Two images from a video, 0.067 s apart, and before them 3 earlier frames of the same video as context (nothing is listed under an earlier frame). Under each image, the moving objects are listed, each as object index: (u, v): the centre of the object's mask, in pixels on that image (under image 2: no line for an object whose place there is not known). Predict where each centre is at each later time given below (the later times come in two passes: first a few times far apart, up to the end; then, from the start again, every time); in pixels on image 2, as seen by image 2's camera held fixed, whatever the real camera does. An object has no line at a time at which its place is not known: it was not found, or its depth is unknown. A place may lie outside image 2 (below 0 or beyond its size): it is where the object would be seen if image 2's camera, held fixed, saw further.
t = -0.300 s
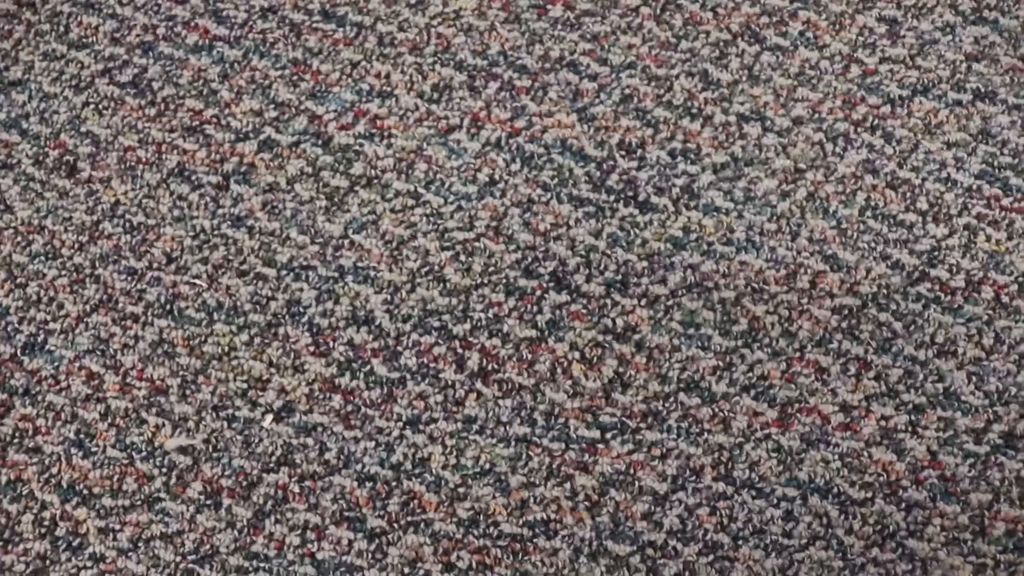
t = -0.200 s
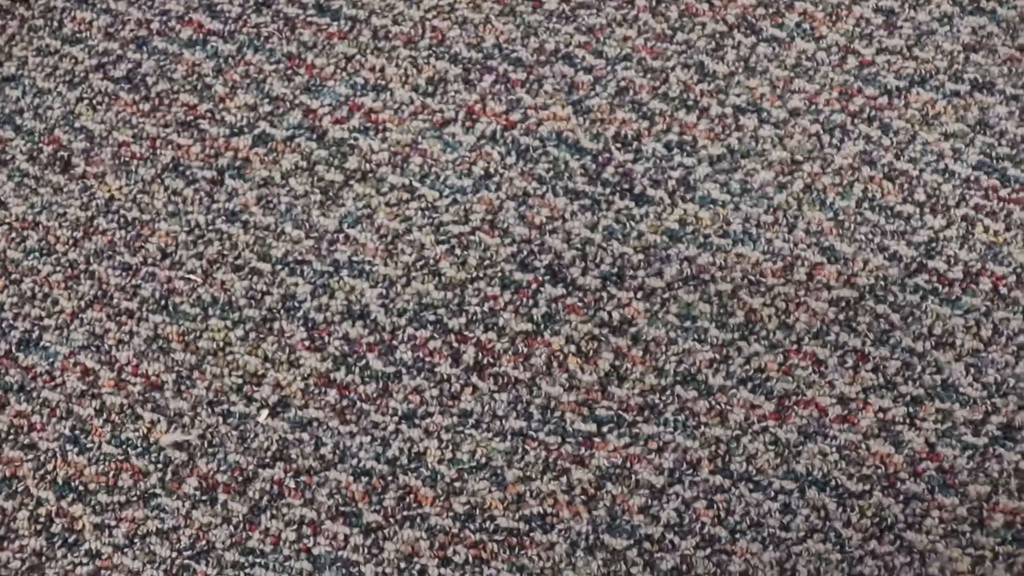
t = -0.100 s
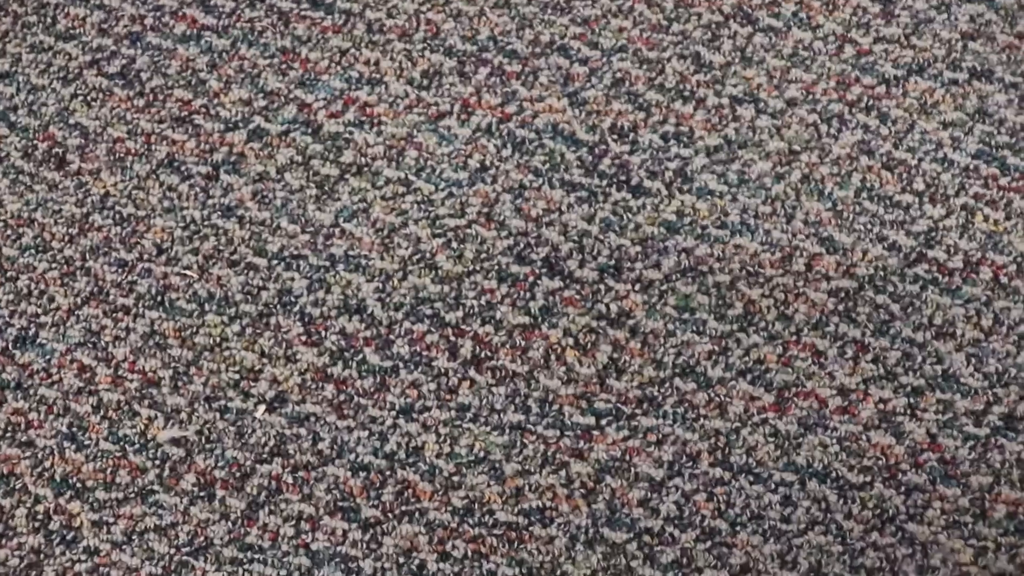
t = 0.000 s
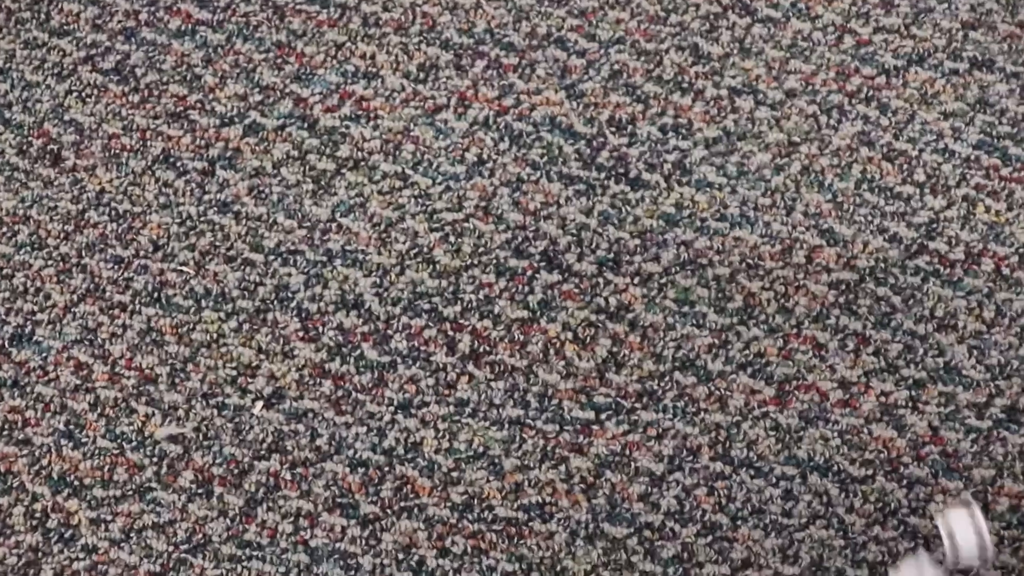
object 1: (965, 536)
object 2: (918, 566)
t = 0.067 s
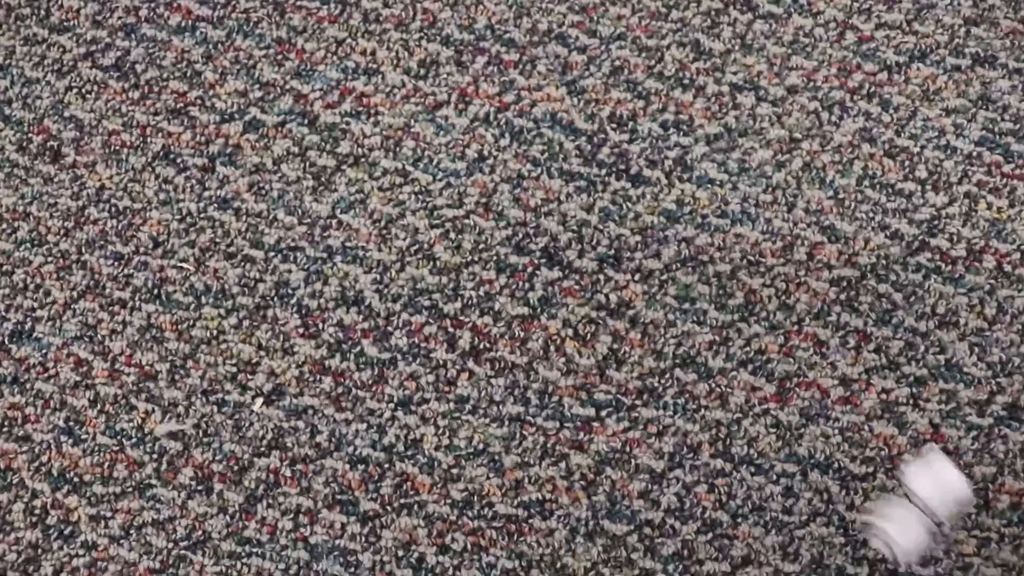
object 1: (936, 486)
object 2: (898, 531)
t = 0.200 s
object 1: (821, 355)
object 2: (762, 463)
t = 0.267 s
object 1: (798, 294)
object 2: (715, 445)
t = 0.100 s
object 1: (905, 455)
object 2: (865, 506)
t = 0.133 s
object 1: (871, 427)
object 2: (832, 486)
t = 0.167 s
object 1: (846, 387)
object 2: (796, 474)
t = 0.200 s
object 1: (821, 355)
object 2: (762, 463)
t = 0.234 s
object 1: (809, 324)
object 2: (728, 454)
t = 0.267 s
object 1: (798, 294)
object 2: (715, 445)
